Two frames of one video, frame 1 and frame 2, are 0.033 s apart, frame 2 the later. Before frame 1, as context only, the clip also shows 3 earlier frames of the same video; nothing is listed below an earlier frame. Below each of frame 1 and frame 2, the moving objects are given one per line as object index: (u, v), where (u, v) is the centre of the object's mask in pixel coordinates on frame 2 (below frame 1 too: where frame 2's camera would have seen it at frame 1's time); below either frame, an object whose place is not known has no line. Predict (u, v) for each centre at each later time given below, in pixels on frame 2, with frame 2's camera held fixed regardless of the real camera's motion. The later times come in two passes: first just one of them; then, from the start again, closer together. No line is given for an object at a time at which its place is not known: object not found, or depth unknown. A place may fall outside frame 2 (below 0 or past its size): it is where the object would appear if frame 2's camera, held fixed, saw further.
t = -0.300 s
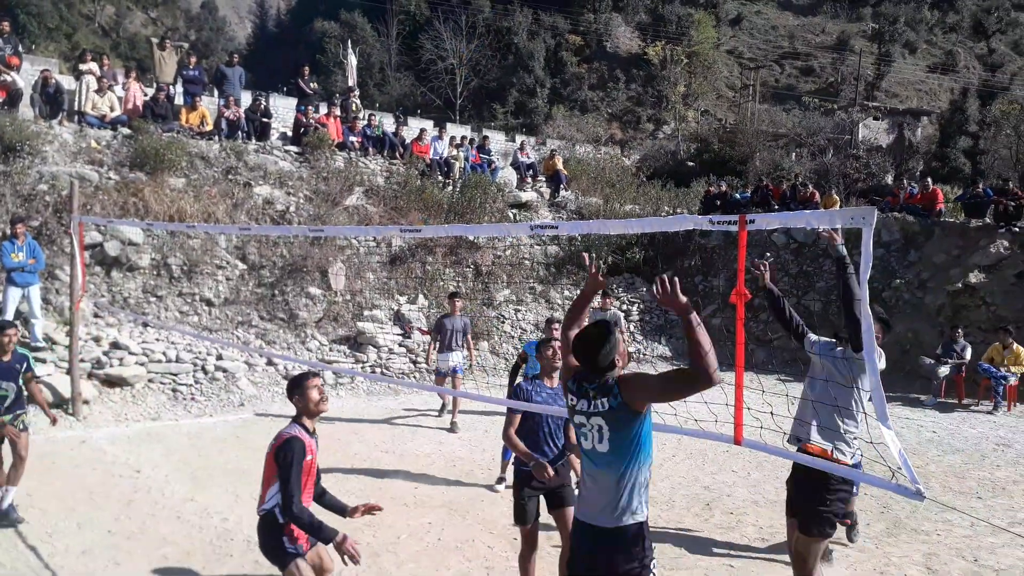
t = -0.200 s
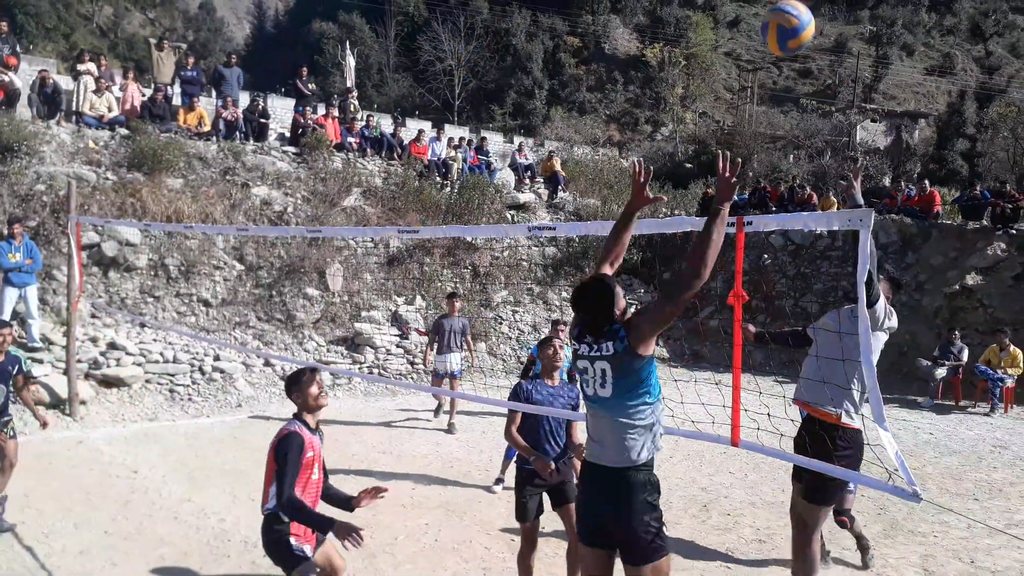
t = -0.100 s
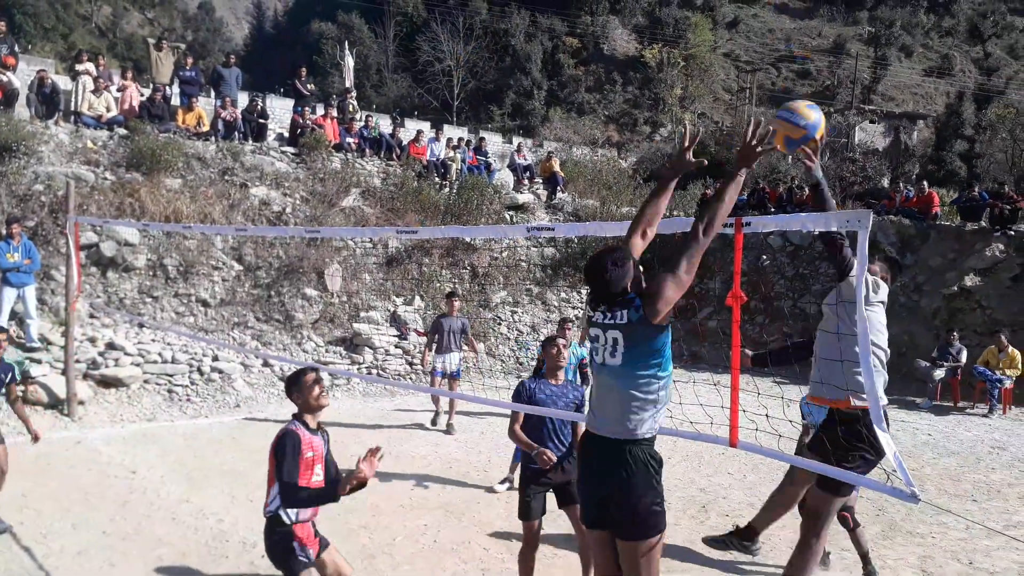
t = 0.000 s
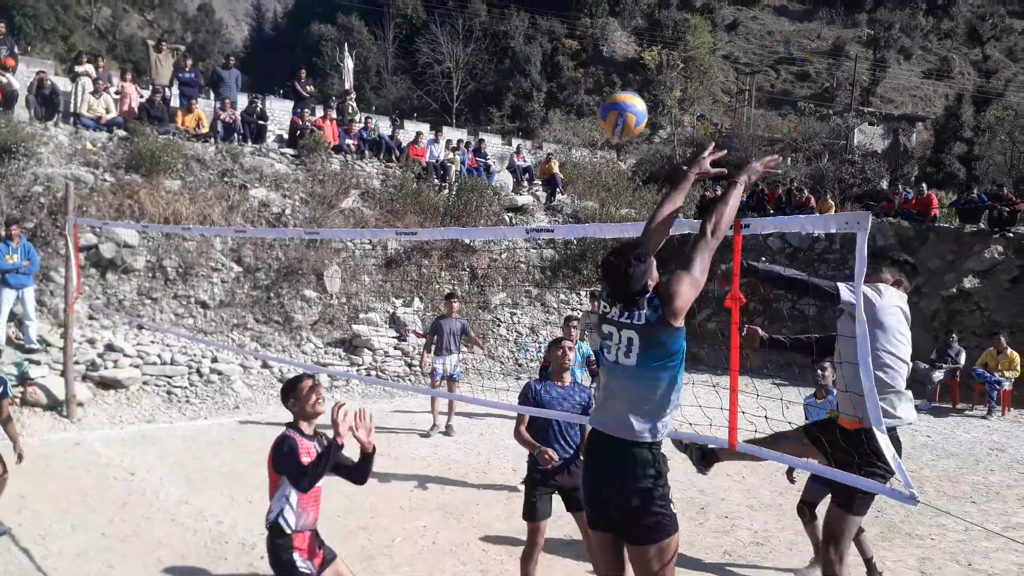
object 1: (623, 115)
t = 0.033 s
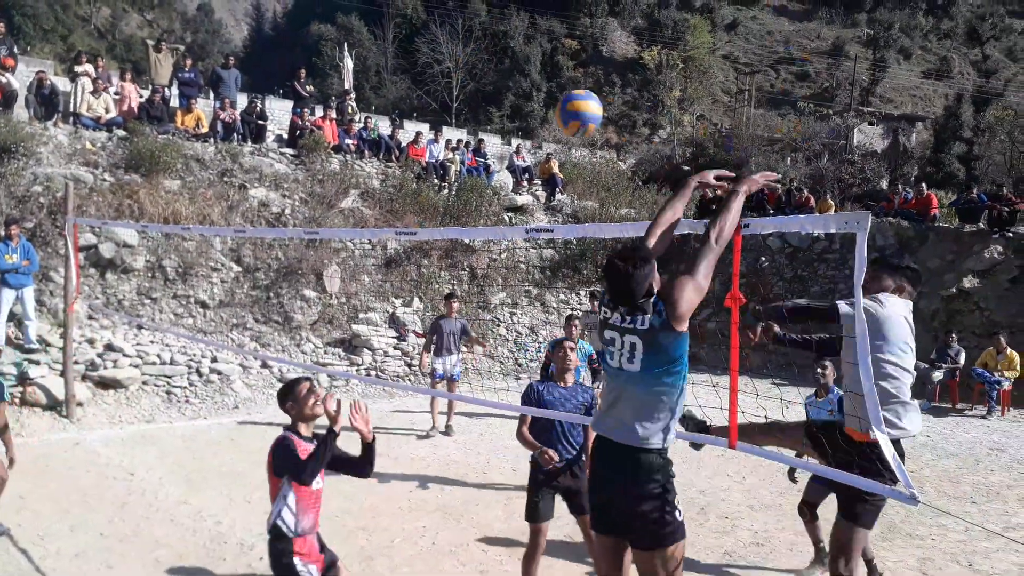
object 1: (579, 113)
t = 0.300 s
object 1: (299, 168)
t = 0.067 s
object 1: (539, 114)
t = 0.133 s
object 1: (462, 121)
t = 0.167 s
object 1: (427, 127)
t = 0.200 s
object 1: (393, 134)
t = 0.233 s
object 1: (359, 144)
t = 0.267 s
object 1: (329, 154)
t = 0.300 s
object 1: (299, 168)
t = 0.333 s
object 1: (271, 183)
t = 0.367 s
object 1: (244, 198)
